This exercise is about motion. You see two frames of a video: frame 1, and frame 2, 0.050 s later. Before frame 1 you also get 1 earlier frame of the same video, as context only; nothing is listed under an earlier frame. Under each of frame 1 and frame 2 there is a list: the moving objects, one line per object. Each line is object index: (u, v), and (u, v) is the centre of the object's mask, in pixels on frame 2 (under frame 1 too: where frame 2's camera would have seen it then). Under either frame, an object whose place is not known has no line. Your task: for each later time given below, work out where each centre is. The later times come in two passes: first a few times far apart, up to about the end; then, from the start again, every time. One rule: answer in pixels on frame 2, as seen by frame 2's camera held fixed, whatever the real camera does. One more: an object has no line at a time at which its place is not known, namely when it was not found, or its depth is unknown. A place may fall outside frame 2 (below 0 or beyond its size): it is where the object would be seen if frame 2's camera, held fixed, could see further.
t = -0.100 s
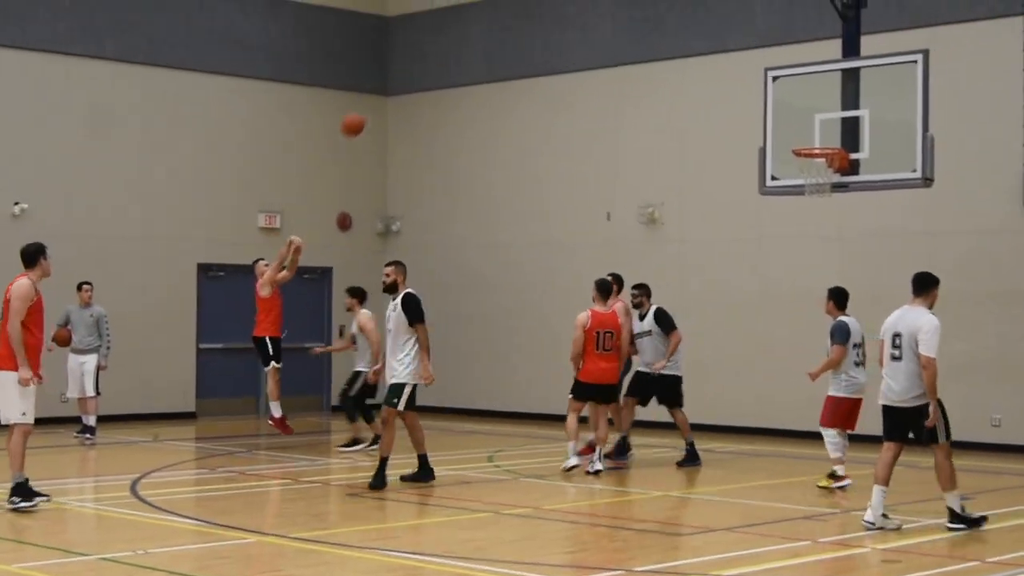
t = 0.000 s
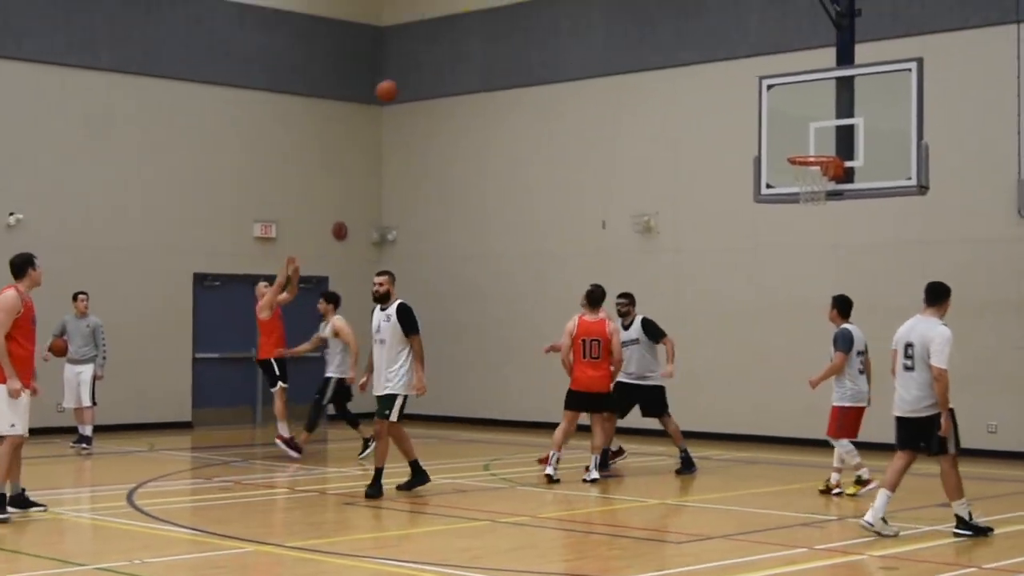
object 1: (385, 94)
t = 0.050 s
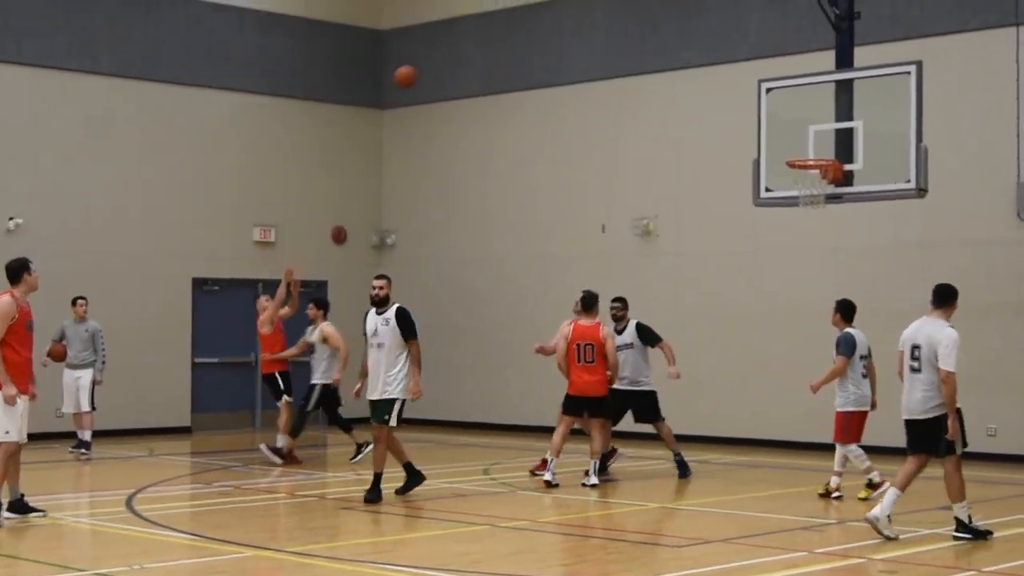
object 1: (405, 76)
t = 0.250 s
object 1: (485, 24)
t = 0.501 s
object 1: (589, 9)
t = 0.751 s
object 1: (702, 57)
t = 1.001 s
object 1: (811, 147)
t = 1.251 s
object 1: (847, 135)
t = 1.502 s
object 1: (827, 167)
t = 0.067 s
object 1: (411, 71)
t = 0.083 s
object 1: (418, 66)
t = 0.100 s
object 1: (424, 60)
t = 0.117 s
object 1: (431, 55)
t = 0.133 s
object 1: (438, 50)
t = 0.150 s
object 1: (445, 46)
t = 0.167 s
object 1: (451, 42)
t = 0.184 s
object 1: (458, 38)
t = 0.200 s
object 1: (464, 34)
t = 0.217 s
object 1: (471, 31)
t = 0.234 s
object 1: (478, 28)
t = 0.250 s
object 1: (485, 24)
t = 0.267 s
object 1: (493, 22)
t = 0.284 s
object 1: (499, 20)
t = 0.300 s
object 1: (506, 17)
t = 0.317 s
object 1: (512, 16)
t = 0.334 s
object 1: (520, 14)
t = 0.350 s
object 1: (527, 12)
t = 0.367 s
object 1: (534, 11)
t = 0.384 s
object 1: (540, 10)
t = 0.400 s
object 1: (547, 9)
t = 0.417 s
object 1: (555, 9)
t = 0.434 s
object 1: (561, 8)
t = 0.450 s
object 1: (568, 8)
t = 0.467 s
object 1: (576, 8)
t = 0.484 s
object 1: (582, 9)
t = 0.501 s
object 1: (589, 9)
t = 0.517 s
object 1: (597, 11)
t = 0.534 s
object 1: (604, 13)
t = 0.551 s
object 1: (612, 15)
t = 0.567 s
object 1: (619, 16)
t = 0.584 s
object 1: (627, 18)
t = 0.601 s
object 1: (634, 21)
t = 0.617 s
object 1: (642, 24)
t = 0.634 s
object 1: (649, 27)
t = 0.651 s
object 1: (656, 30)
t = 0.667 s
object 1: (663, 34)
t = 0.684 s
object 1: (670, 38)
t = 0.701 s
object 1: (677, 42)
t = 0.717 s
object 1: (685, 46)
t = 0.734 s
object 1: (693, 51)
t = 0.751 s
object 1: (702, 57)
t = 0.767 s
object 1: (708, 62)
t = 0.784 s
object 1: (716, 68)
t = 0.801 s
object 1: (724, 74)
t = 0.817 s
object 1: (732, 80)
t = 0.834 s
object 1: (739, 87)
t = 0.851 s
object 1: (747, 94)
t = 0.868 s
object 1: (754, 102)
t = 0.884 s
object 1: (763, 110)
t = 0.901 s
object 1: (772, 117)
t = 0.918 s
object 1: (779, 125)
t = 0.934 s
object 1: (787, 134)
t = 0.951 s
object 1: (795, 143)
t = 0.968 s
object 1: (802, 149)
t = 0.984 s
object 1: (806, 149)
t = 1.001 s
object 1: (811, 147)
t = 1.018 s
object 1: (815, 145)
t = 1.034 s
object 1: (820, 144)
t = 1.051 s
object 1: (824, 142)
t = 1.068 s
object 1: (829, 141)
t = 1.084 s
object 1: (833, 140)
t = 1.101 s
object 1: (838, 140)
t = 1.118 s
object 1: (843, 140)
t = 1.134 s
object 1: (848, 139)
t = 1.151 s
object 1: (852, 140)
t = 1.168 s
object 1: (853, 140)
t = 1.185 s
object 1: (853, 139)
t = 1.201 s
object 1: (852, 138)
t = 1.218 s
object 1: (850, 137)
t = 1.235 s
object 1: (849, 135)
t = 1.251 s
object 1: (847, 135)
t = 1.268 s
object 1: (845, 136)
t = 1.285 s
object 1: (844, 136)
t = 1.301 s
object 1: (842, 137)
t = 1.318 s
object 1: (840, 138)
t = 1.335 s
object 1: (839, 139)
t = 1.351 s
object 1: (838, 140)
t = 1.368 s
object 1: (836, 142)
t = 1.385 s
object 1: (835, 144)
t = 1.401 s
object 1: (833, 146)
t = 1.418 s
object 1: (832, 149)
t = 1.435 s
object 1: (831, 152)
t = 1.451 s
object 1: (829, 155)
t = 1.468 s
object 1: (829, 158)
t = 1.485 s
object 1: (827, 163)
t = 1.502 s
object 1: (827, 167)
